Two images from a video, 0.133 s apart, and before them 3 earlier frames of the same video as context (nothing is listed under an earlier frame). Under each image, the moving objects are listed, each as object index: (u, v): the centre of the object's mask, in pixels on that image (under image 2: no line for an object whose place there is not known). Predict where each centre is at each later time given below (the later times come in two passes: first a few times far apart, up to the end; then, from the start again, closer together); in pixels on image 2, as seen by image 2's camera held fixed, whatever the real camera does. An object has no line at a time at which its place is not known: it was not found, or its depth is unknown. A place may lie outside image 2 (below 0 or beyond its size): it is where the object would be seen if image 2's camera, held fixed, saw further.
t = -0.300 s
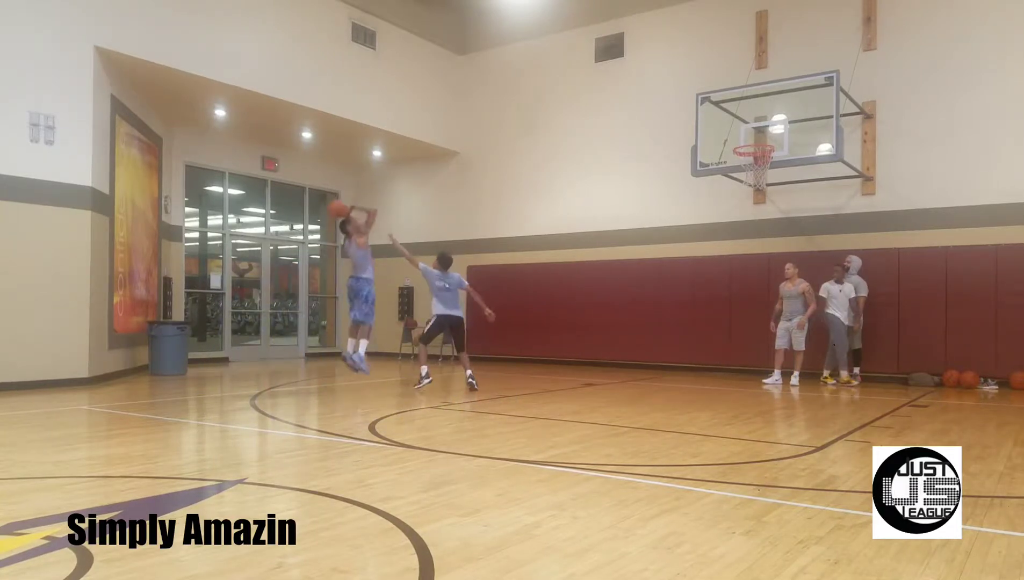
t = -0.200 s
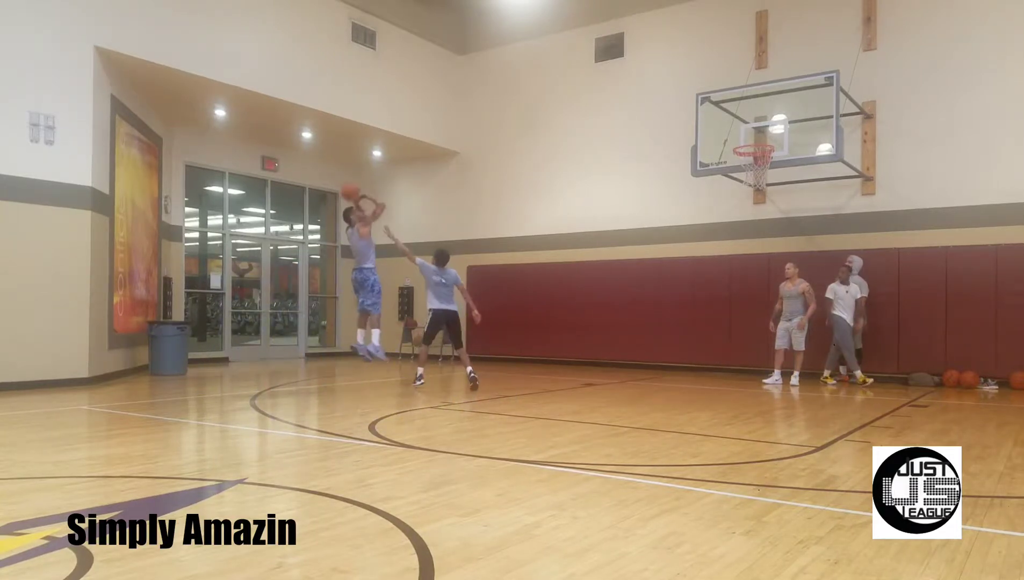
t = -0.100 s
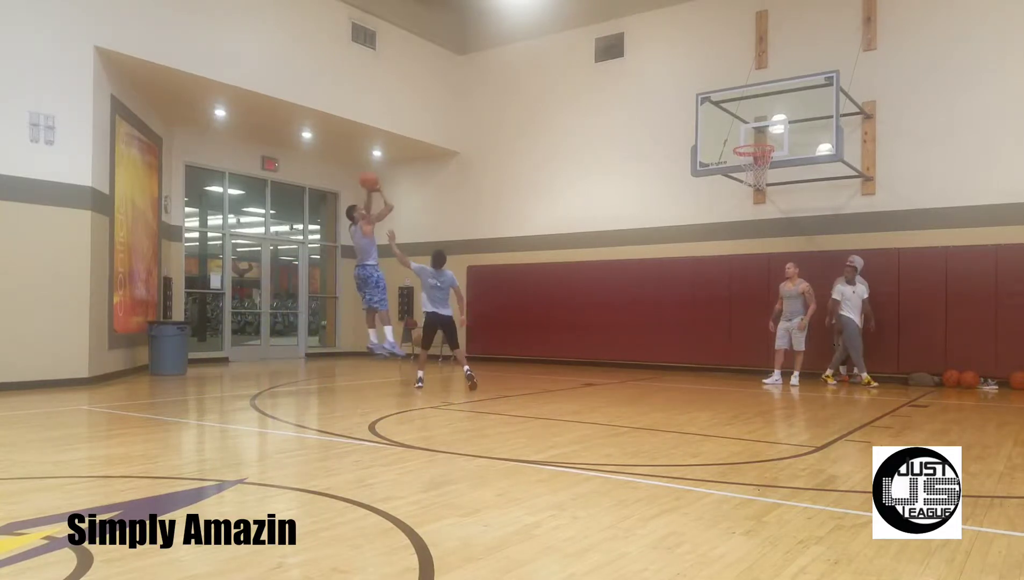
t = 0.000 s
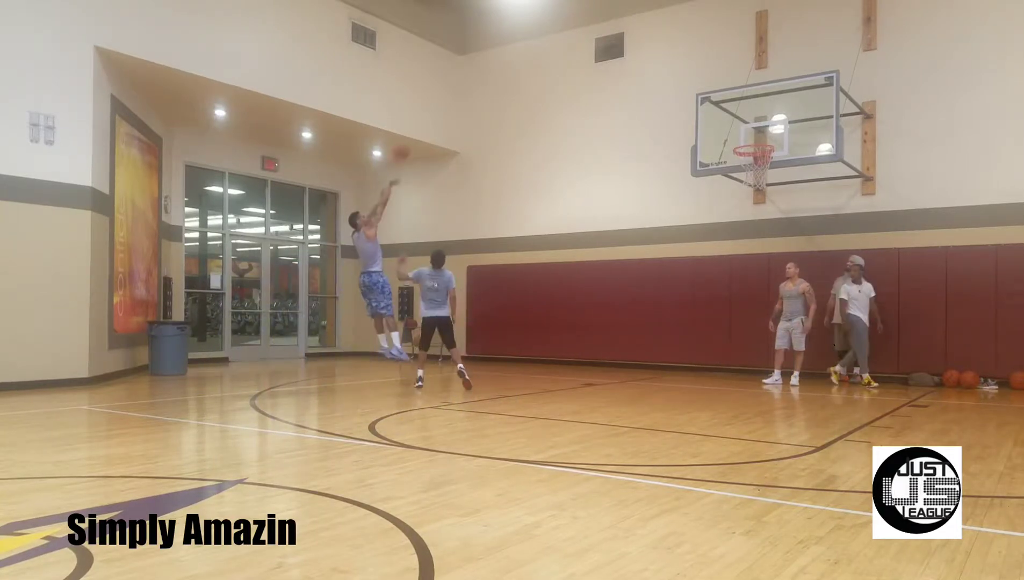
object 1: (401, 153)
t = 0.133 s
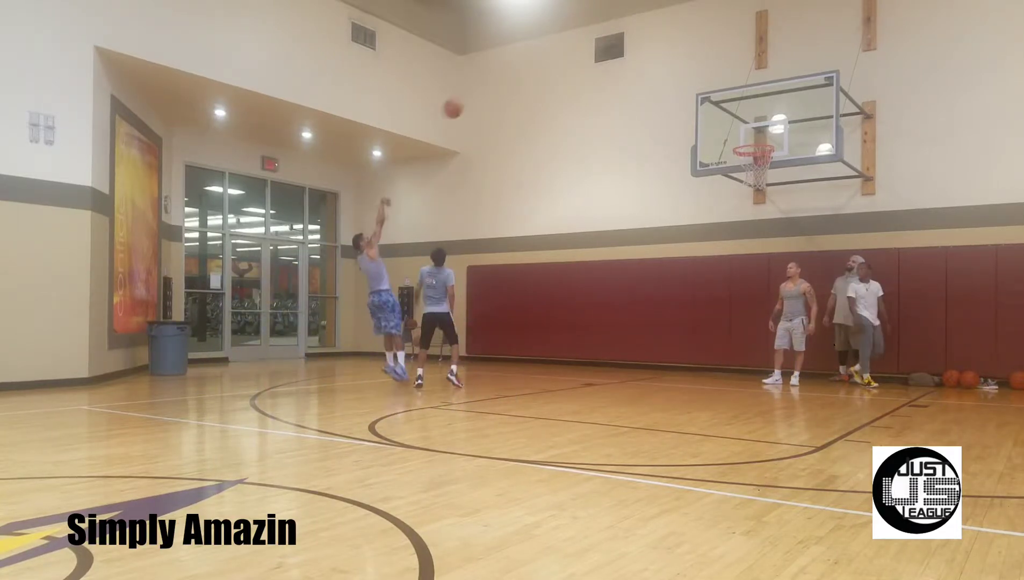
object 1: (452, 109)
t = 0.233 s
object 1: (491, 87)
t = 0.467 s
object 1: (580, 66)
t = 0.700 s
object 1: (666, 88)
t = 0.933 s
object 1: (750, 153)
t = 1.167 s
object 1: (791, 188)
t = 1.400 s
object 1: (816, 249)
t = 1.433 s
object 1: (820, 263)
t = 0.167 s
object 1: (465, 101)
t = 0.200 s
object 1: (478, 93)
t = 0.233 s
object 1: (491, 87)
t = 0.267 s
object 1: (503, 82)
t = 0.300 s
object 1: (516, 77)
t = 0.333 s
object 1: (529, 73)
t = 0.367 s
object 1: (542, 70)
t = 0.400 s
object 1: (555, 68)
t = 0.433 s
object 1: (568, 66)
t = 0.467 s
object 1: (580, 66)
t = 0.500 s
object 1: (592, 67)
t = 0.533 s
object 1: (605, 68)
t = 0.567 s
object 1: (617, 70)
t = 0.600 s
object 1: (630, 73)
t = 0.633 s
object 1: (642, 77)
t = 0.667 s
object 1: (654, 82)
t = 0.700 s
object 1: (666, 88)
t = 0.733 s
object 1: (679, 94)
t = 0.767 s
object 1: (690, 101)
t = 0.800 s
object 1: (703, 111)
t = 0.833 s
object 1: (716, 119)
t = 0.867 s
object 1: (727, 129)
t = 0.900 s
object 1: (740, 140)
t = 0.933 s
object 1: (750, 153)
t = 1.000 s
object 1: (771, 170)
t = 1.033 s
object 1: (775, 171)
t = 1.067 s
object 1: (780, 175)
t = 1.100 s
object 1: (783, 178)
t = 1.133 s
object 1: (787, 183)
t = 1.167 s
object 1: (791, 188)
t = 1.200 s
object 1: (795, 194)
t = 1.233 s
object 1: (798, 202)
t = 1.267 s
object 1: (802, 210)
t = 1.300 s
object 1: (805, 218)
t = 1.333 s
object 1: (810, 229)
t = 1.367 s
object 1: (813, 240)
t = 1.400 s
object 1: (816, 249)
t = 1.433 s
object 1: (820, 263)
